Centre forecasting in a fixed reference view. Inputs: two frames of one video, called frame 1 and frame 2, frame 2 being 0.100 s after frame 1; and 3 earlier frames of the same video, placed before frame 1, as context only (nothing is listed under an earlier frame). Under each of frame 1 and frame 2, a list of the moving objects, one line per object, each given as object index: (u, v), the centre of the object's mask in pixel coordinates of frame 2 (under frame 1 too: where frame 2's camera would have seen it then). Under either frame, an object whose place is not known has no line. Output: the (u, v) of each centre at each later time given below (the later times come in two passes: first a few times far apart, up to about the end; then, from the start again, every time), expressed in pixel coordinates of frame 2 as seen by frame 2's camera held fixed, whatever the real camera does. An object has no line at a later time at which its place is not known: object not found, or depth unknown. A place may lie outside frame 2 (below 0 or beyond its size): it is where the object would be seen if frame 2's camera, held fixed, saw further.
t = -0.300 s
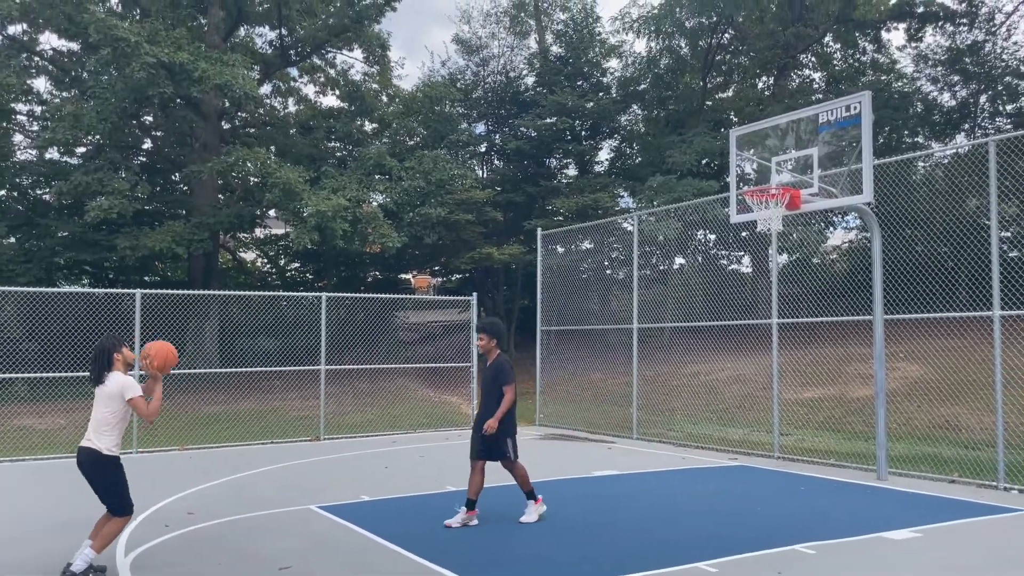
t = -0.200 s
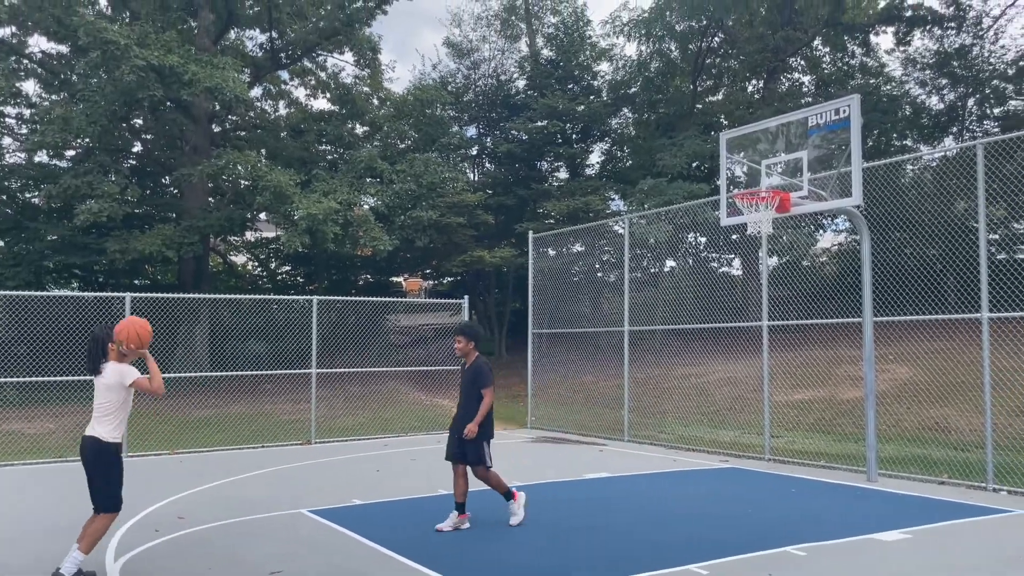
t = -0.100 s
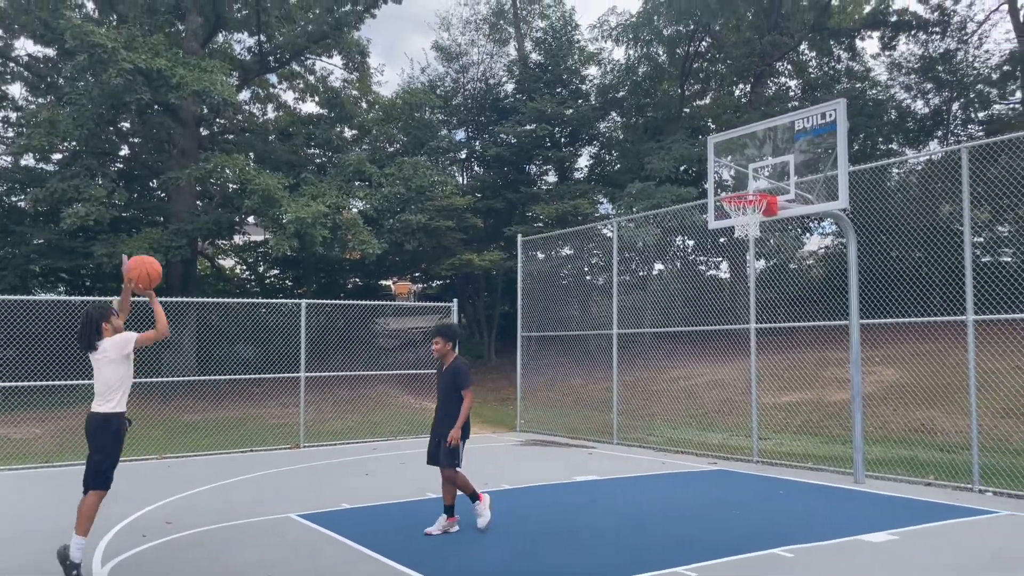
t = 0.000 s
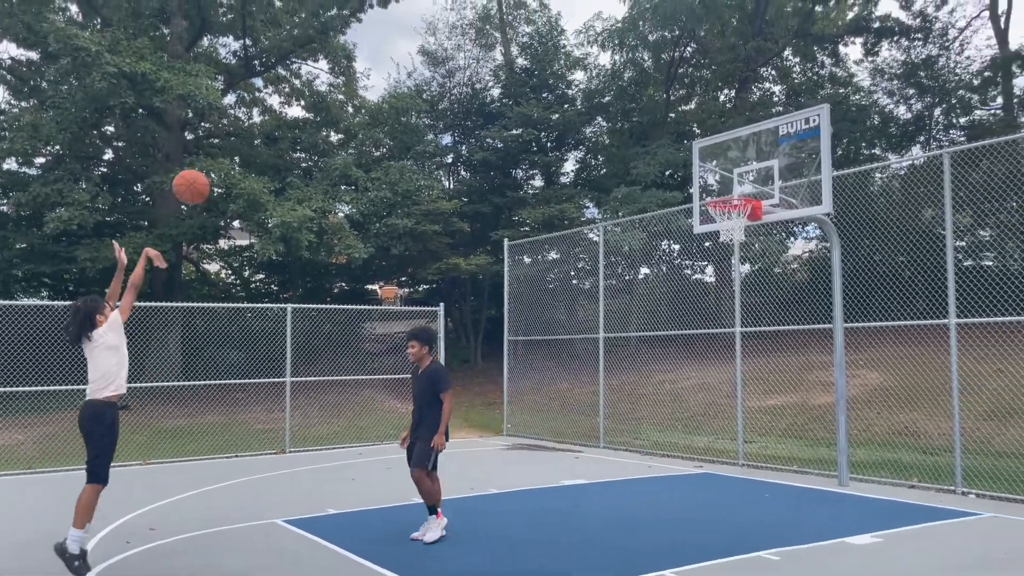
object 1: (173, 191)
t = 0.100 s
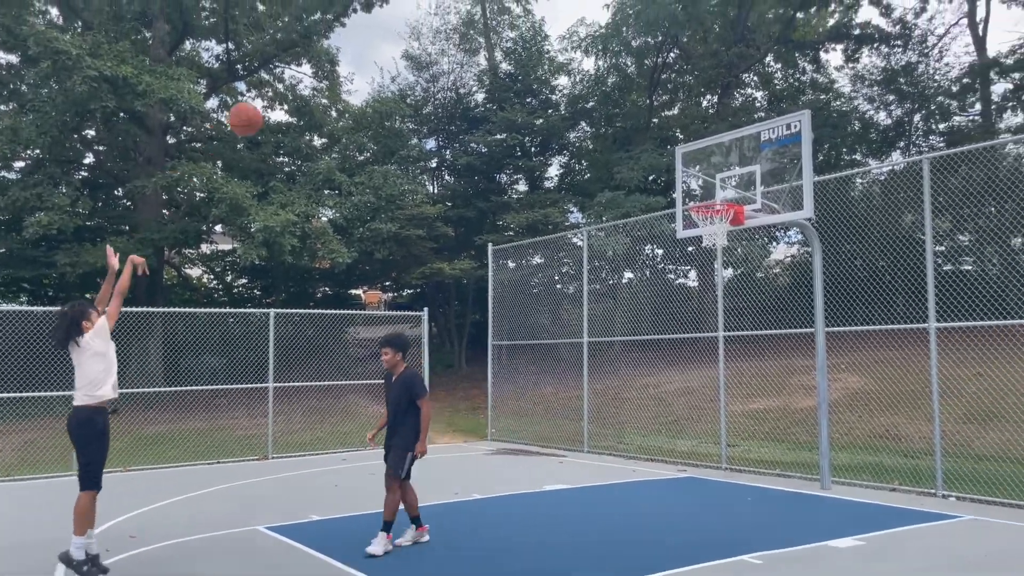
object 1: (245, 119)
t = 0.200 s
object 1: (310, 66)
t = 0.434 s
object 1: (442, 3)
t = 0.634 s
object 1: (537, 0)
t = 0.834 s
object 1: (621, 39)
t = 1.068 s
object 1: (707, 125)
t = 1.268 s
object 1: (756, 198)
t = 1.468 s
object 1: (827, 199)
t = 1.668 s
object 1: (908, 245)
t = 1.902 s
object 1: (1027, 372)
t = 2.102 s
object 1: (1150, 538)
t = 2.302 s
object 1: (1230, 396)
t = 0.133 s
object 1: (268, 99)
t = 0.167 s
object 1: (289, 82)
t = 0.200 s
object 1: (310, 66)
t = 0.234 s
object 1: (331, 52)
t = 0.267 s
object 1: (351, 40)
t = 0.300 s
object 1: (371, 29)
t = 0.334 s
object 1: (389, 21)
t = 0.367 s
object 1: (407, 13)
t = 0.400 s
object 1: (425, 7)
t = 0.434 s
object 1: (442, 3)
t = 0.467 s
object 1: (459, -1)
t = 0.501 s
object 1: (476, -3)
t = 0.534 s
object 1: (490, -4)
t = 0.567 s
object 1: (506, -4)
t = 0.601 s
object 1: (522, -2)
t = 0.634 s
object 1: (537, 0)
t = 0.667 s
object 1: (552, 5)
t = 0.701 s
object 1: (566, 10)
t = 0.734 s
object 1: (580, 16)
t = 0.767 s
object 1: (594, 23)
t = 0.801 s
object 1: (606, 31)
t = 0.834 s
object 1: (621, 39)
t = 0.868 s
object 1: (632, 50)
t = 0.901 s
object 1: (645, 61)
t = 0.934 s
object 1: (658, 72)
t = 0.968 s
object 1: (671, 84)
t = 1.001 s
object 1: (682, 98)
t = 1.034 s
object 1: (694, 111)
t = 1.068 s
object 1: (707, 125)
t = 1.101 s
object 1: (719, 141)
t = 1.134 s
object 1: (730, 157)
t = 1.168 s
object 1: (742, 174)
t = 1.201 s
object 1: (751, 191)
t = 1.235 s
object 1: (747, 200)
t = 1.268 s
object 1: (756, 198)
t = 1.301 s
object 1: (767, 196)
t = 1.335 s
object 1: (778, 194)
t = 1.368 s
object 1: (790, 194)
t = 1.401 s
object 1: (802, 194)
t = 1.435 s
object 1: (814, 196)
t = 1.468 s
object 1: (827, 199)
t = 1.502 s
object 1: (839, 204)
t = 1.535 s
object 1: (852, 209)
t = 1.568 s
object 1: (865, 217)
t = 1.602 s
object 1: (879, 225)
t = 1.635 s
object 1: (894, 234)
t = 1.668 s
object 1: (908, 245)
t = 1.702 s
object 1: (924, 258)
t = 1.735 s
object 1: (939, 272)
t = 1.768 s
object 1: (956, 288)
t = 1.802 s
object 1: (972, 306)
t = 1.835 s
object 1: (990, 326)
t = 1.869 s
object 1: (1008, 348)
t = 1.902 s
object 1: (1027, 372)
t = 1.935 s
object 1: (1047, 398)
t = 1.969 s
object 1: (1067, 426)
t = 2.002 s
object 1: (1088, 458)
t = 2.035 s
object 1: (1110, 493)
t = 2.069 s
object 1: (1133, 530)
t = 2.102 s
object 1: (1150, 538)
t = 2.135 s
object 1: (1162, 512)
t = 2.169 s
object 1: (1175, 487)
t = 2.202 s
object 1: (1187, 463)
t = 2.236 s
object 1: (1201, 439)
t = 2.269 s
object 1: (1215, 416)
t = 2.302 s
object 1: (1230, 396)
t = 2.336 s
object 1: (1245, 376)
